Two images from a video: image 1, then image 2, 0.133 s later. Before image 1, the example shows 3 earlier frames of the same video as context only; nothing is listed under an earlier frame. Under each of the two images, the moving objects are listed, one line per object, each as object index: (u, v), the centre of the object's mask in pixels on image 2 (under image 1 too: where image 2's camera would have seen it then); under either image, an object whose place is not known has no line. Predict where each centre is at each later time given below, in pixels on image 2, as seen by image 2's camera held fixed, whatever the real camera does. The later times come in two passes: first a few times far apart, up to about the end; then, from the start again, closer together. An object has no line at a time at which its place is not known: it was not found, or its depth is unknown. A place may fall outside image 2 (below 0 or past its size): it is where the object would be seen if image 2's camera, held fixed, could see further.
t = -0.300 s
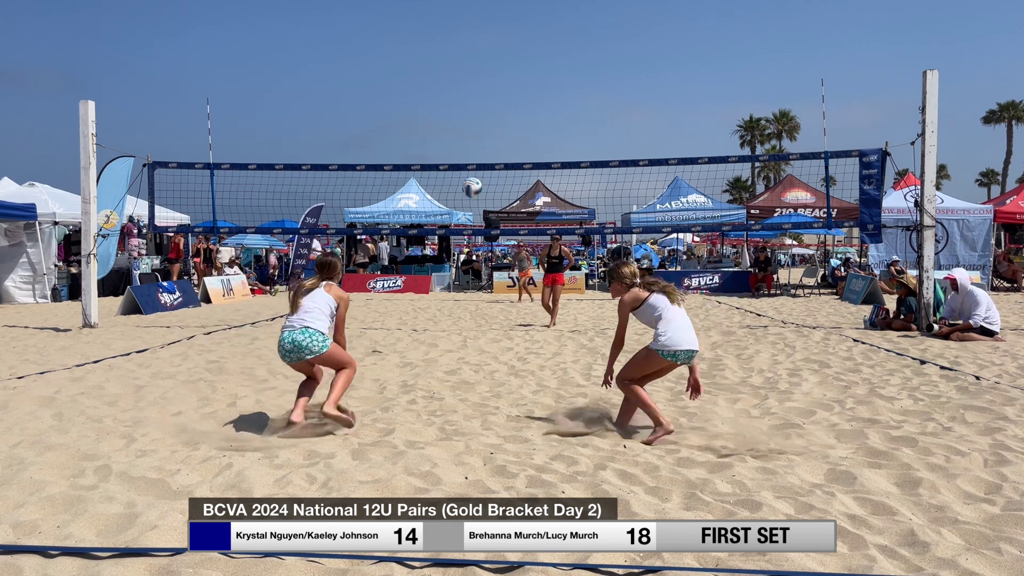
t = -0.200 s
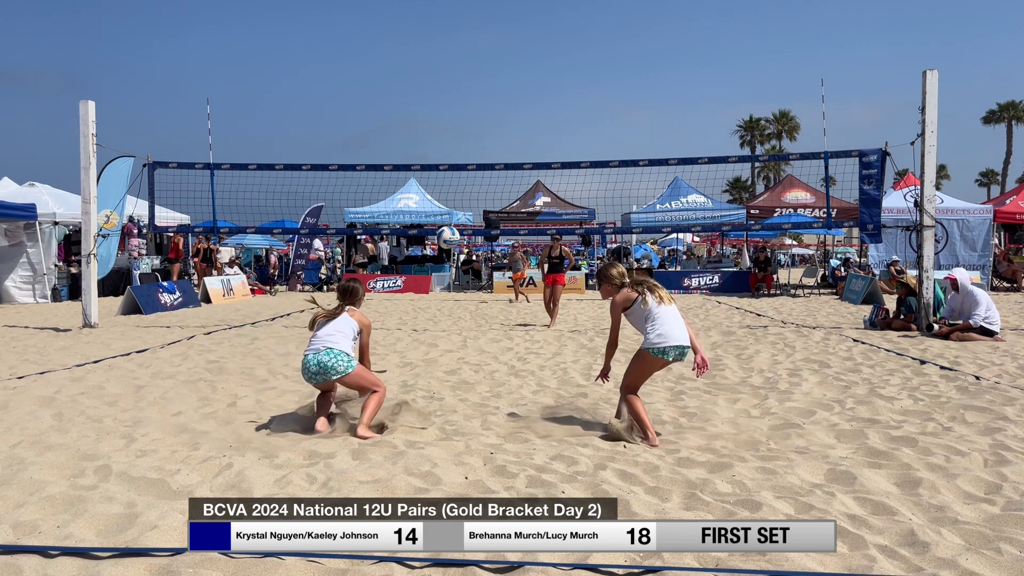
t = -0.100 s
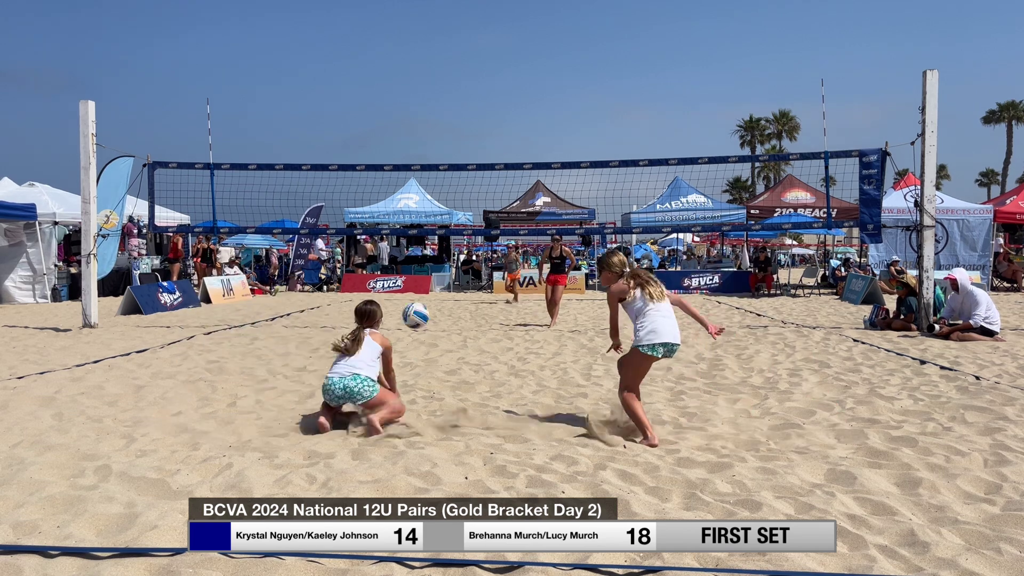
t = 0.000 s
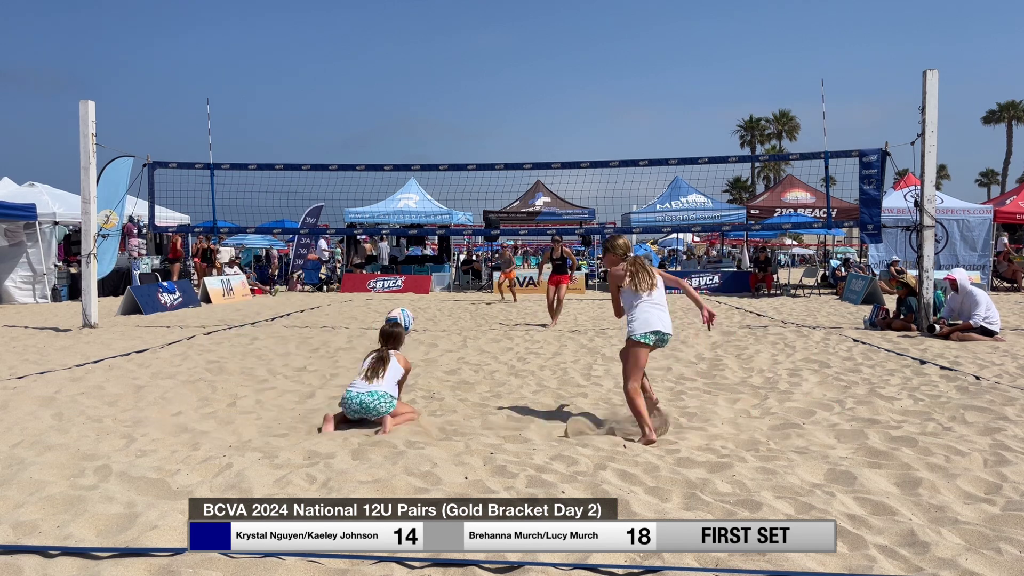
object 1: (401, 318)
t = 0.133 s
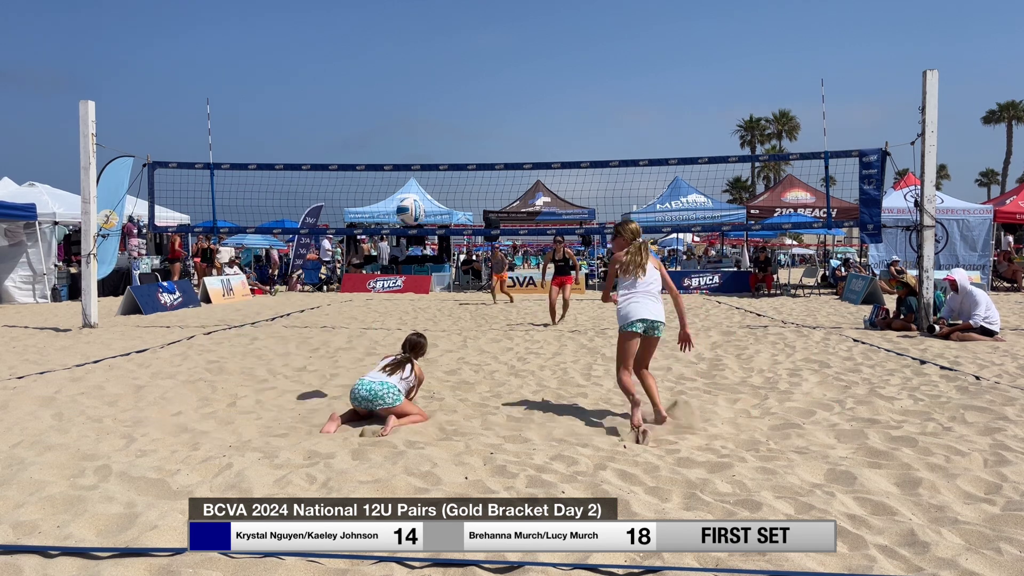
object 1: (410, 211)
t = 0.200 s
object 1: (416, 166)
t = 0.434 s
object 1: (435, 60)
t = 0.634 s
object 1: (451, 27)
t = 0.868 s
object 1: (470, 50)
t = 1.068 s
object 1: (485, 119)
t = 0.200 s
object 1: (416, 166)
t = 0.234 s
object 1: (419, 146)
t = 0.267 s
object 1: (421, 128)
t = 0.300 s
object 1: (424, 111)
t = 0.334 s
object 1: (427, 96)
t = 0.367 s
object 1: (430, 82)
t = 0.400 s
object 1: (432, 71)
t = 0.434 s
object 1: (435, 60)
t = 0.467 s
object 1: (438, 50)
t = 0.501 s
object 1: (441, 43)
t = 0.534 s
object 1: (443, 37)
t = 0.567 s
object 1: (446, 32)
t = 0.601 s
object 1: (449, 28)
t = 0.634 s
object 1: (451, 27)
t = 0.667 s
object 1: (454, 26)
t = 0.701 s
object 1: (456, 27)
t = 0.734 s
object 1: (459, 28)
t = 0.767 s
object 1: (462, 32)
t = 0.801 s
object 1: (464, 37)
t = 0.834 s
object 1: (467, 42)
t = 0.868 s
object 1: (470, 50)
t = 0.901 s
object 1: (472, 58)
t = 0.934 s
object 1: (475, 68)
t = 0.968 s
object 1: (477, 79)
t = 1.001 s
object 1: (480, 91)
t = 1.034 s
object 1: (483, 104)
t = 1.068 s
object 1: (485, 119)
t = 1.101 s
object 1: (488, 134)
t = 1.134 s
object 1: (490, 150)
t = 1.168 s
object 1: (493, 168)
